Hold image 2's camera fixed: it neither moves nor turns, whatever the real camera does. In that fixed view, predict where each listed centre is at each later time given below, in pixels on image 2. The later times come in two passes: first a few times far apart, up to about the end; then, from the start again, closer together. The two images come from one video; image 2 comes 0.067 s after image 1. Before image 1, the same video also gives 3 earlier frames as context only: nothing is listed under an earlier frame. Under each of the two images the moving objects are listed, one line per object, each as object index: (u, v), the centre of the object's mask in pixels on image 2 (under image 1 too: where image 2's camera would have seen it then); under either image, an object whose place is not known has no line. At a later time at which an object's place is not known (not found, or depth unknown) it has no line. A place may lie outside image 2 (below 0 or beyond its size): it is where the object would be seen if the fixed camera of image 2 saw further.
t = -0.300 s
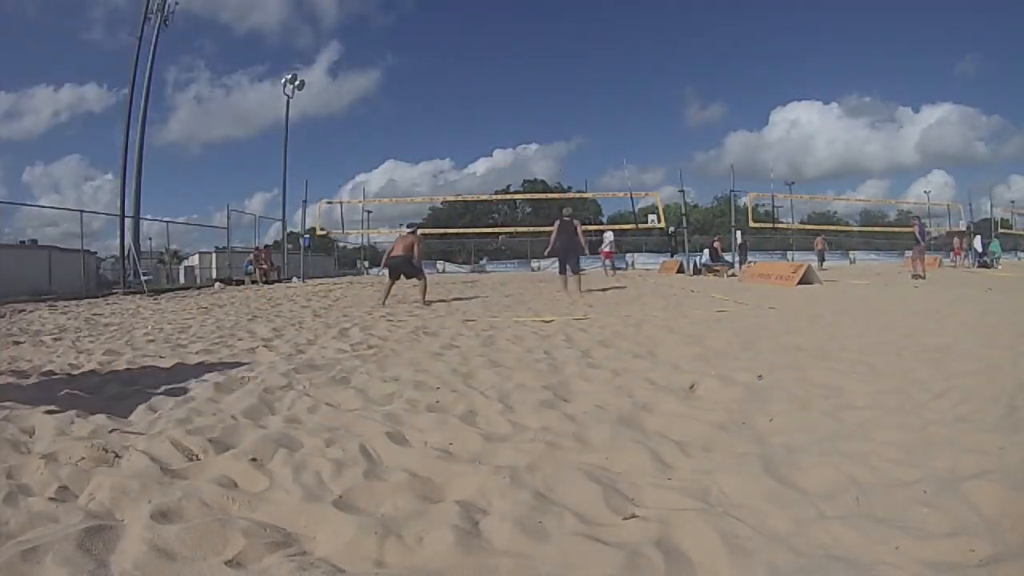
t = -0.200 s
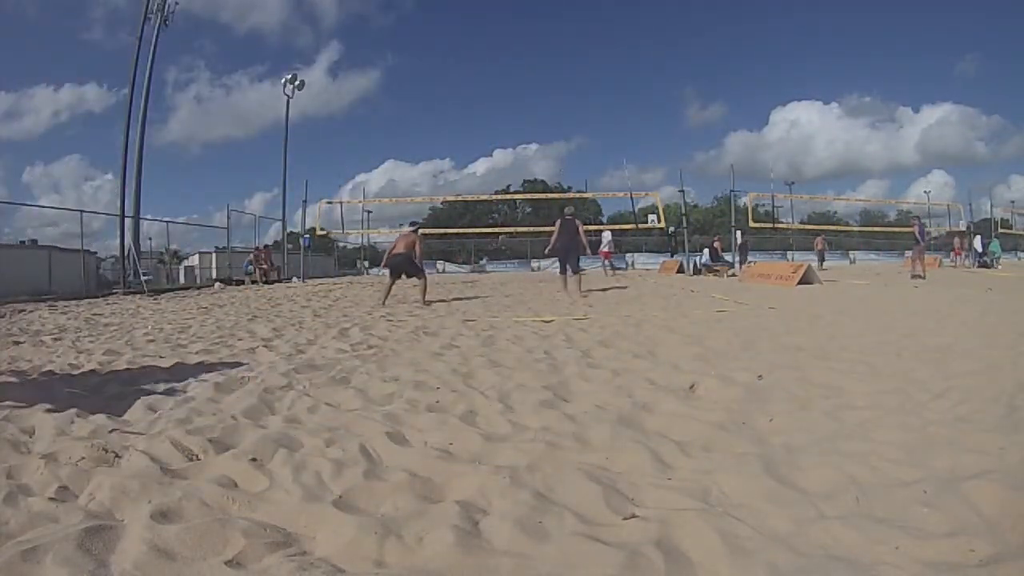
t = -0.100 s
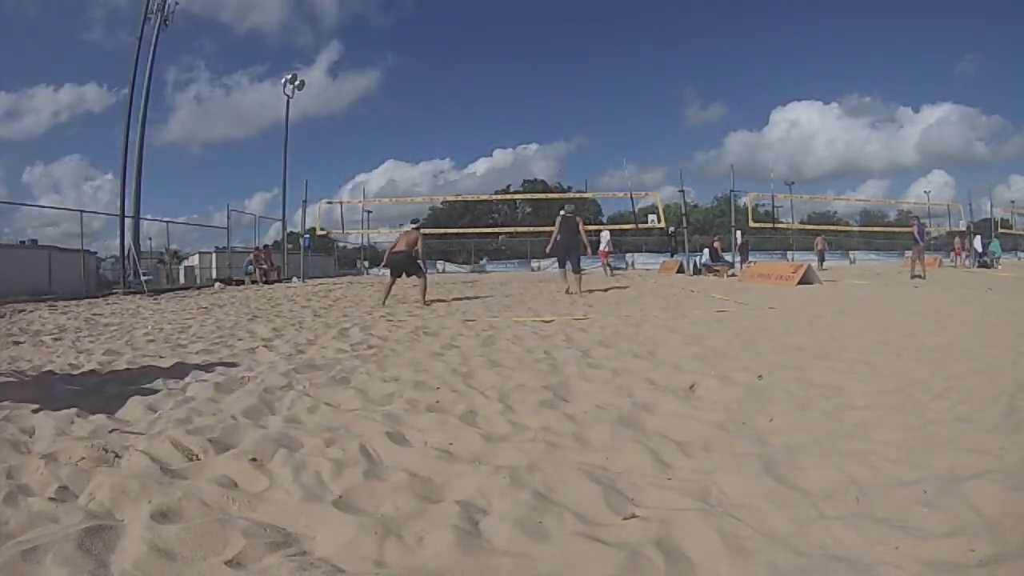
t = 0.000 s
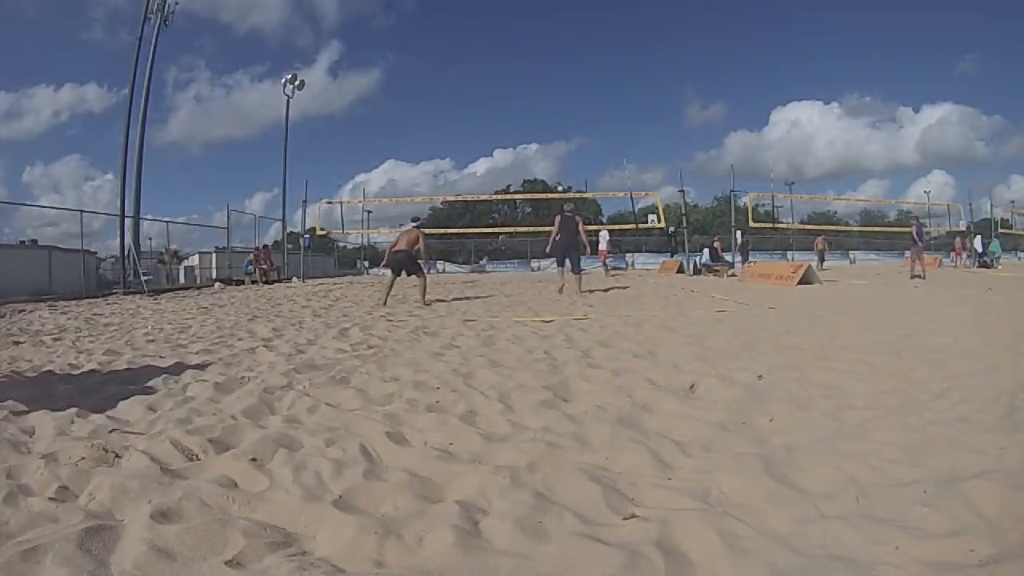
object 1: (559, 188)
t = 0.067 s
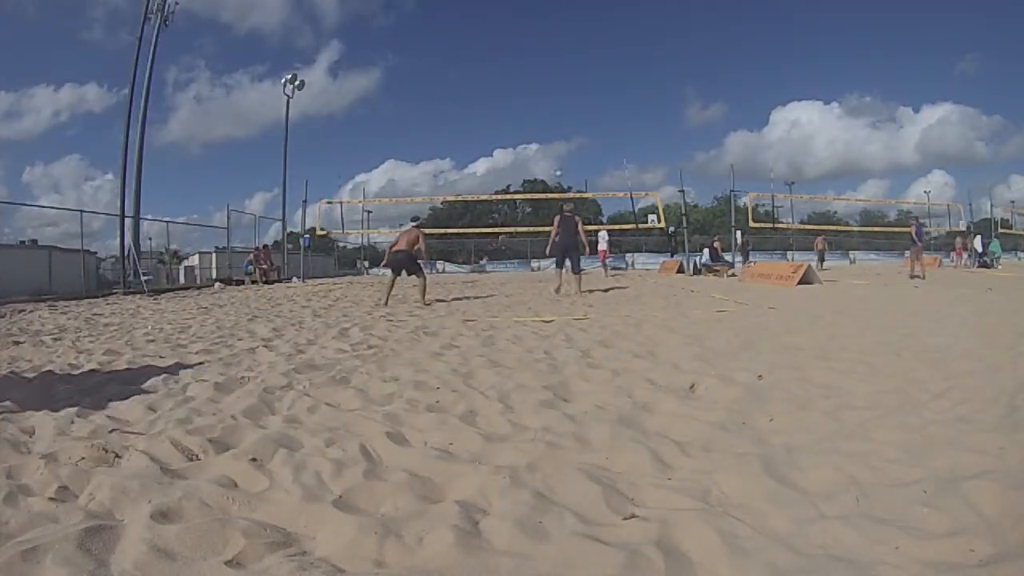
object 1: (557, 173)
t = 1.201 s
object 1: (537, 85)
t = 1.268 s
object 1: (537, 92)
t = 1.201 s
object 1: (537, 85)
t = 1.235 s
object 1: (537, 88)
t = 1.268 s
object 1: (537, 92)
